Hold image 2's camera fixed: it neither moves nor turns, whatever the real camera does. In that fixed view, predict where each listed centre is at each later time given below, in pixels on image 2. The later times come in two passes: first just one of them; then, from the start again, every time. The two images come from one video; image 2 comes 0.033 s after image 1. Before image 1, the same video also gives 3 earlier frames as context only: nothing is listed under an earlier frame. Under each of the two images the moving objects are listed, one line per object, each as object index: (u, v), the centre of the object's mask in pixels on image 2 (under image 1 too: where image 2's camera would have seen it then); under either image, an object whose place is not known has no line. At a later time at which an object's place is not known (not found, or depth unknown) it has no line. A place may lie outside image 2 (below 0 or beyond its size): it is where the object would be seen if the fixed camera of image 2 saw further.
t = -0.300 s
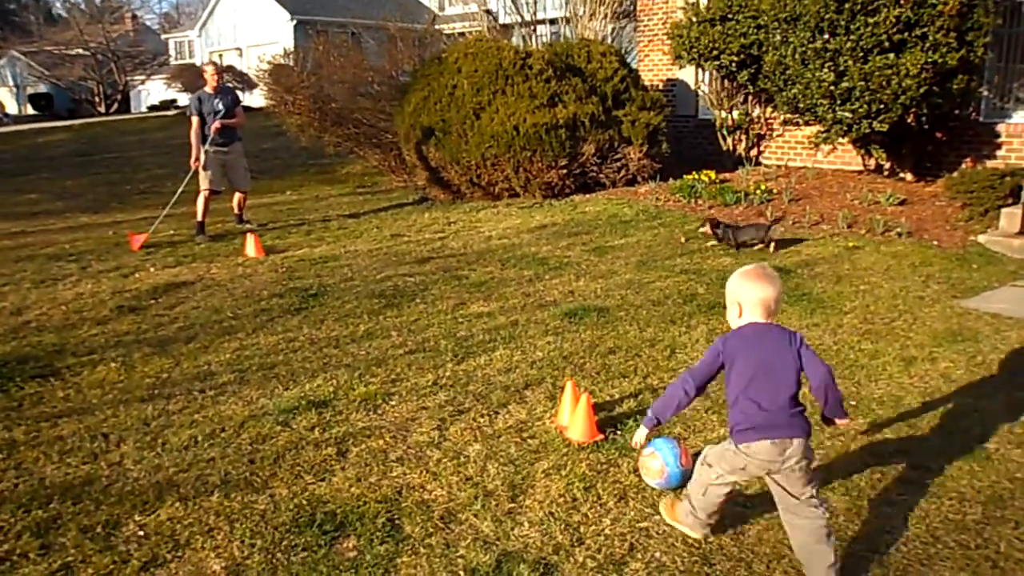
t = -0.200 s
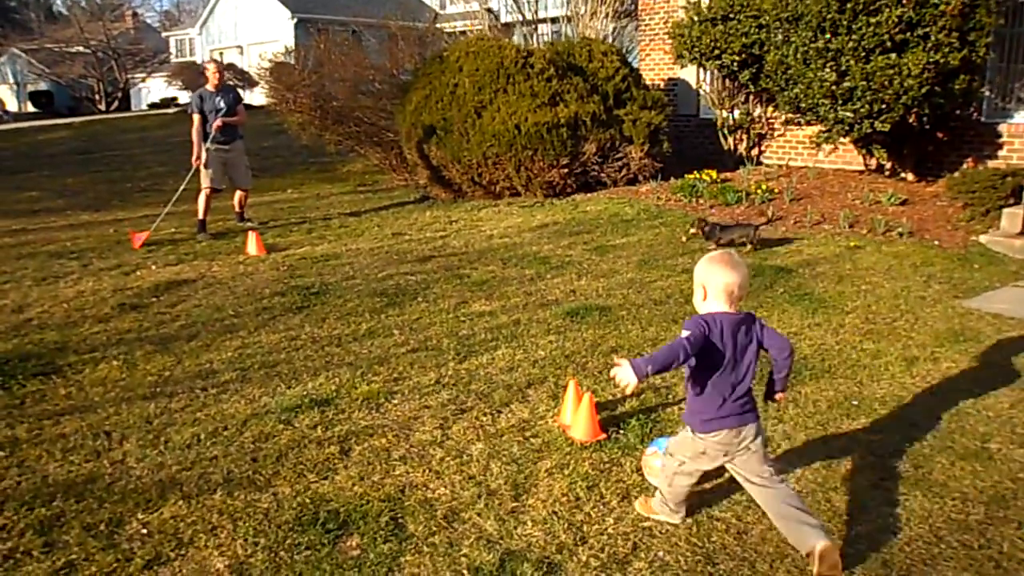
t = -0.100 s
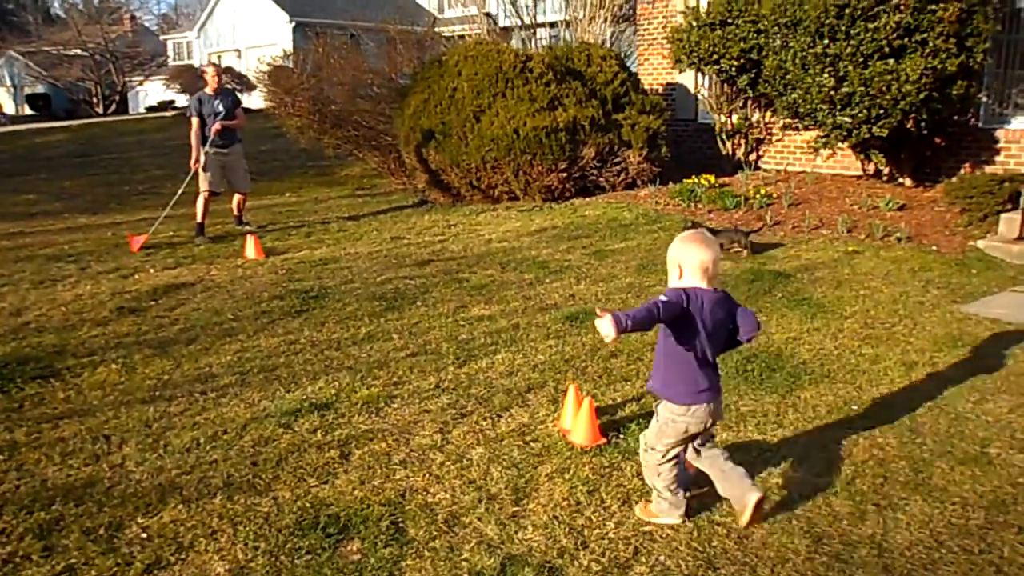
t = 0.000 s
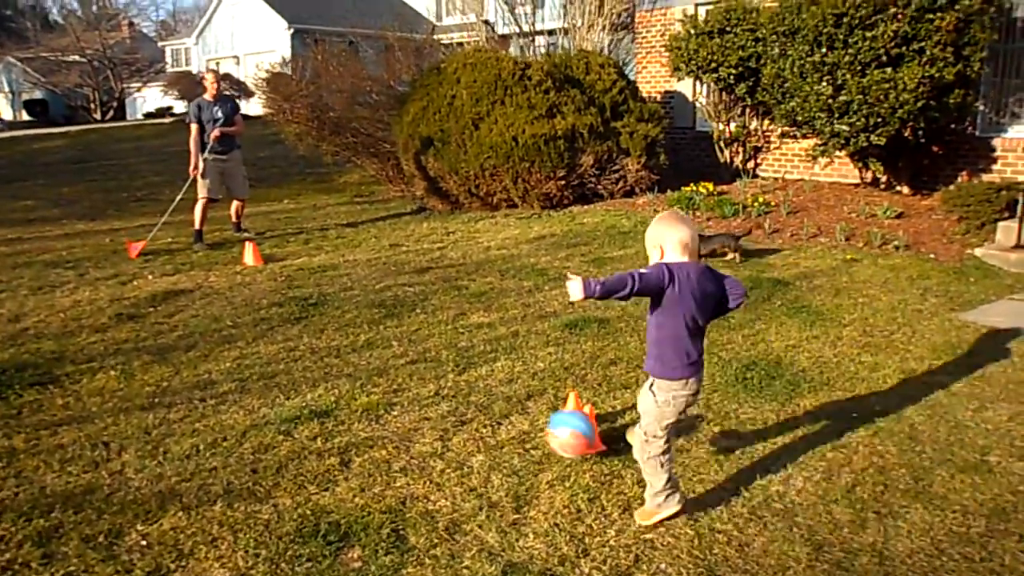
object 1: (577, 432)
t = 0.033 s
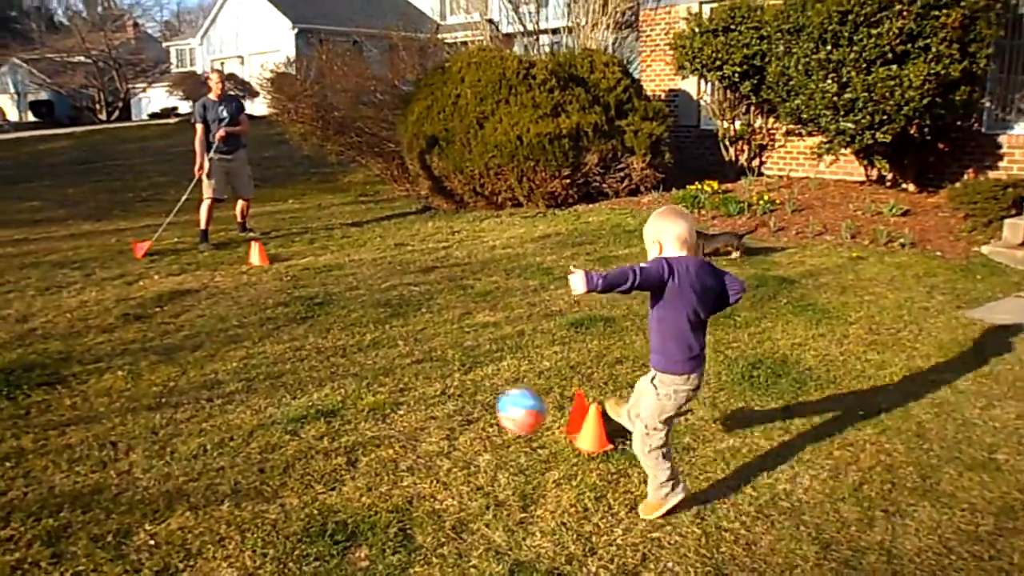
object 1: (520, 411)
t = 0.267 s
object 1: (249, 354)
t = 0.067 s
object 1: (469, 393)
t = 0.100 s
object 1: (423, 379)
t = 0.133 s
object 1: (380, 369)
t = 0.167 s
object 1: (342, 362)
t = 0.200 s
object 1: (308, 357)
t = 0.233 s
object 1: (278, 355)
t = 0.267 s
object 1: (249, 354)
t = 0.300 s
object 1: (225, 352)
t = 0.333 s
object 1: (203, 343)
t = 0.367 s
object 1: (186, 338)
